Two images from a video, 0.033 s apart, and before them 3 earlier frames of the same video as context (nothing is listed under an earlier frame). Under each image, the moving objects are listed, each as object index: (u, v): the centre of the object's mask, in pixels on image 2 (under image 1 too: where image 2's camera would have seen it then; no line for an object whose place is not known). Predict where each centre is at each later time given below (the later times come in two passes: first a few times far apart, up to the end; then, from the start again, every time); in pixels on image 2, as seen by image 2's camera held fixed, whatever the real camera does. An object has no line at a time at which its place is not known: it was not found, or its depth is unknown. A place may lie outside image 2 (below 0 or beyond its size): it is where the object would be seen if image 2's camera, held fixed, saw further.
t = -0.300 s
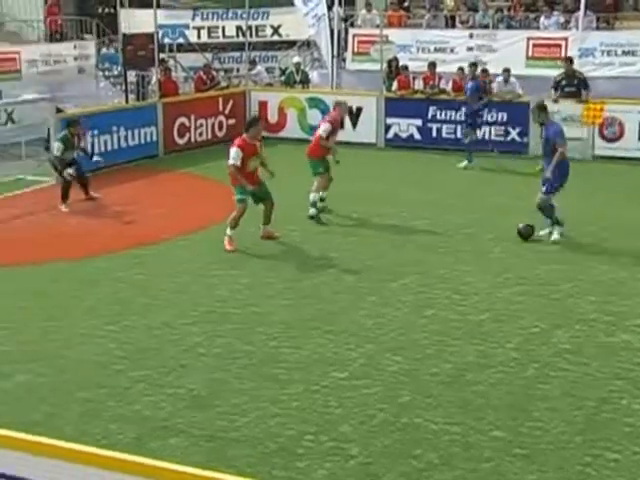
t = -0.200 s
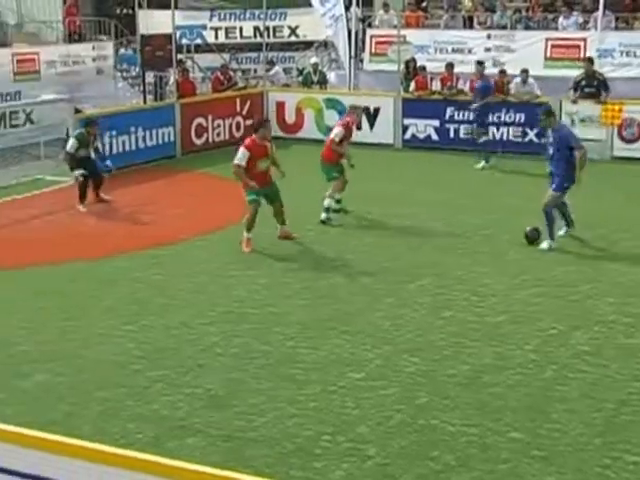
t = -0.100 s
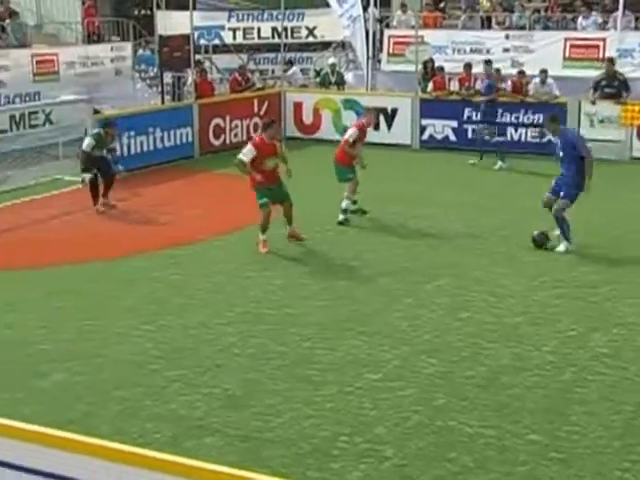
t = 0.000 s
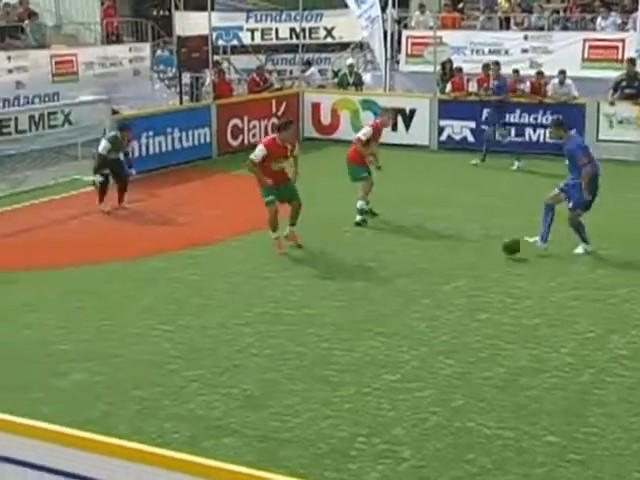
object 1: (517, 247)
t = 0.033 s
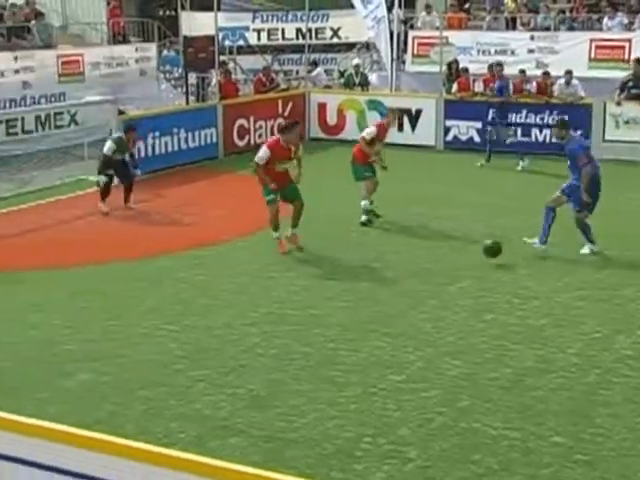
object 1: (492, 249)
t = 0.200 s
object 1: (352, 283)
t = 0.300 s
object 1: (270, 292)
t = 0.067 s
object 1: (466, 252)
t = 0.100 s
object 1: (439, 258)
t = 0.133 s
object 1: (411, 264)
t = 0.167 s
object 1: (383, 272)
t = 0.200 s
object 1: (352, 283)
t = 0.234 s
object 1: (325, 287)
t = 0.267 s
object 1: (298, 290)
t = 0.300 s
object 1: (270, 292)
